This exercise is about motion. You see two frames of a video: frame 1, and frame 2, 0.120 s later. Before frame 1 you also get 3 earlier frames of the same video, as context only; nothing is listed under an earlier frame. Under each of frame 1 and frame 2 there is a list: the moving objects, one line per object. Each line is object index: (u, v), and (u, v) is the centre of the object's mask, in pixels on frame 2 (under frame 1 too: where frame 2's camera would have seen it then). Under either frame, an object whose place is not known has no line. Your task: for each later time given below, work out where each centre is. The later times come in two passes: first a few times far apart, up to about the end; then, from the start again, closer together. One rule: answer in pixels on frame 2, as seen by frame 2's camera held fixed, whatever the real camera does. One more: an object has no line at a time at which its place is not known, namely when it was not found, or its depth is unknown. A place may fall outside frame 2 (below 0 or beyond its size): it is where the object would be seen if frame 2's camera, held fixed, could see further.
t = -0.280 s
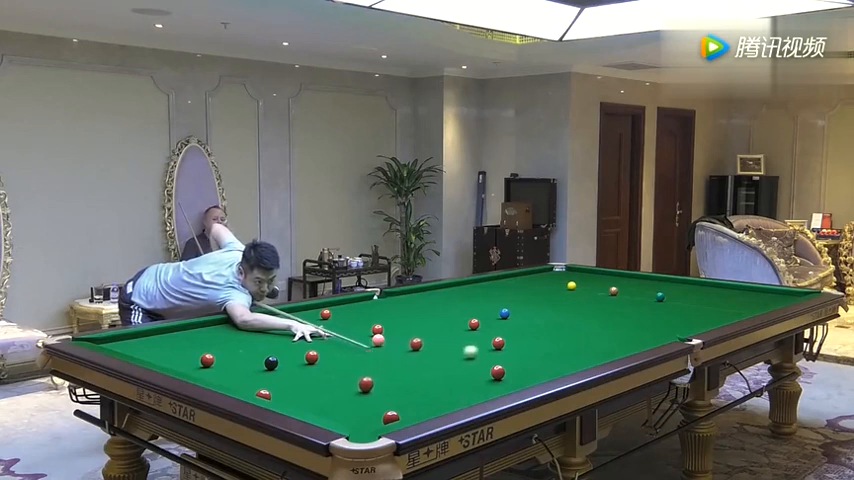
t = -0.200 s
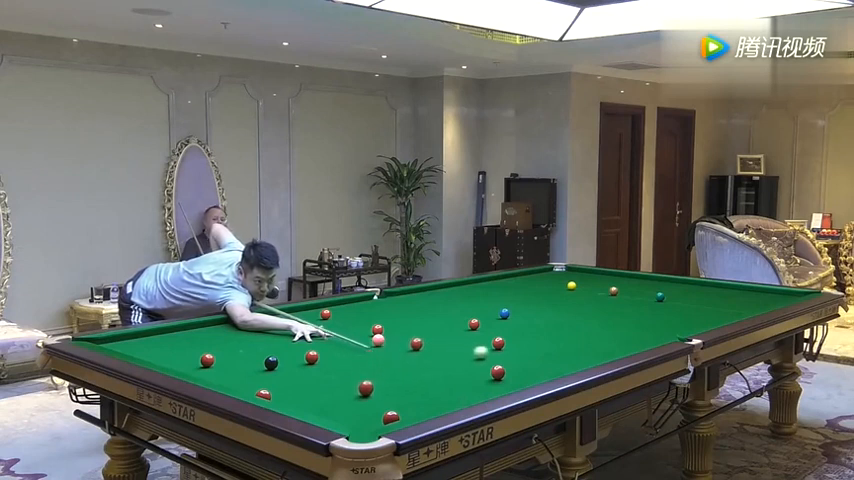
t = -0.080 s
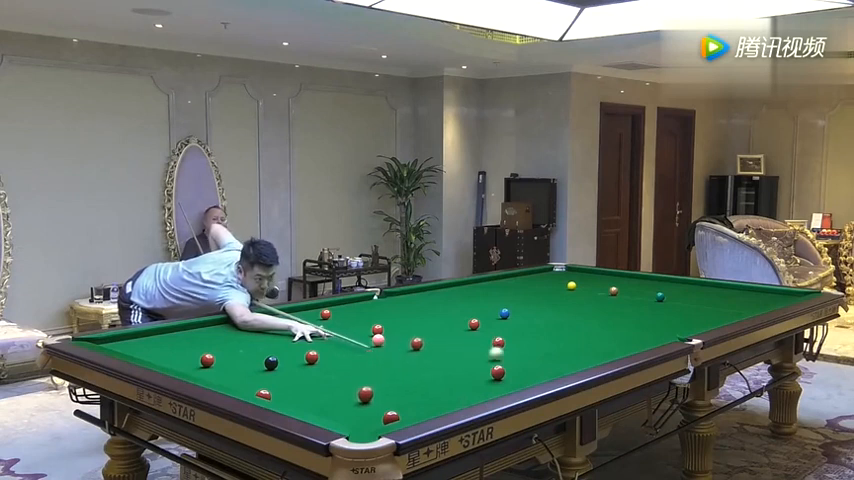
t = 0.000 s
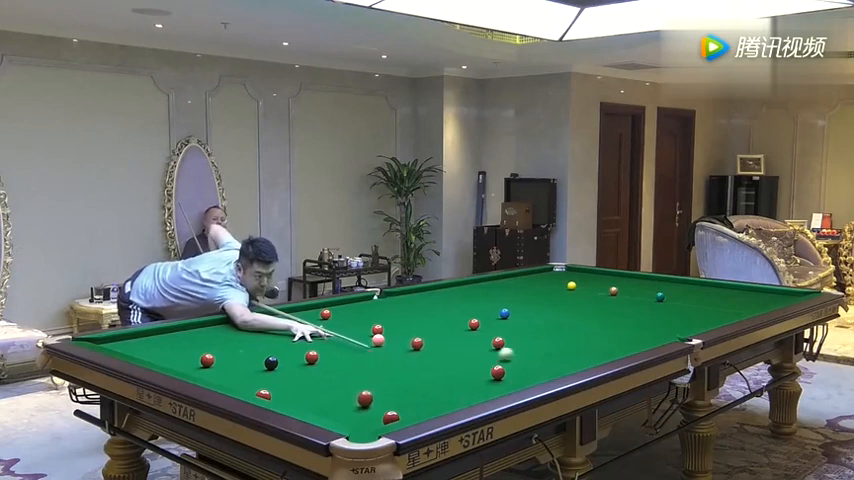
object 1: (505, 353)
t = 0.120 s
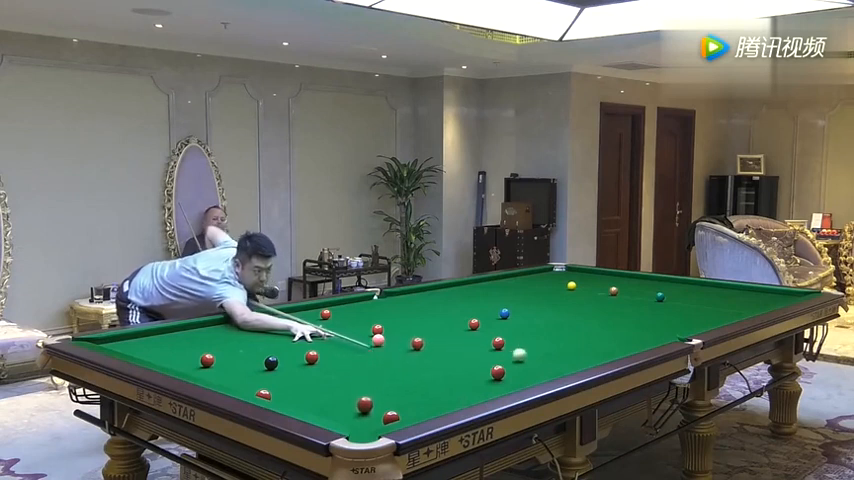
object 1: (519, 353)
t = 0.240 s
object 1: (533, 355)
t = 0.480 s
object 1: (562, 357)
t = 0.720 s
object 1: (590, 357)
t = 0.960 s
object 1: (586, 354)
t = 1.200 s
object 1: (582, 351)
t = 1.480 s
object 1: (577, 347)
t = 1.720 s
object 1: (573, 343)
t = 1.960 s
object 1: (569, 341)
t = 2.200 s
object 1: (566, 338)
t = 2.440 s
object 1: (564, 336)
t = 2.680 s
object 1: (562, 335)
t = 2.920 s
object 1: (560, 333)
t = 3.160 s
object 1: (558, 332)
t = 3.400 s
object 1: (557, 330)
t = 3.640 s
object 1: (556, 330)
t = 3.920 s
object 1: (554, 329)
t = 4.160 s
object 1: (554, 328)
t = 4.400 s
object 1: (553, 328)
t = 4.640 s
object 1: (553, 328)
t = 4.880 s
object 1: (553, 328)
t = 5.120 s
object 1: (553, 328)
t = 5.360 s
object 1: (553, 328)
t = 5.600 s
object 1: (553, 328)
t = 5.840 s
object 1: (553, 328)
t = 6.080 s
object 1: (553, 328)
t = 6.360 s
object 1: (553, 328)
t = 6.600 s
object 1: (553, 328)
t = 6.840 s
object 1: (553, 328)
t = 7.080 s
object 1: (553, 328)
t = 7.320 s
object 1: (553, 328)
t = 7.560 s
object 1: (553, 328)
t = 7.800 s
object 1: (553, 328)
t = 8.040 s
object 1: (553, 328)
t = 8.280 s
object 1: (553, 328)
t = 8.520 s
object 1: (553, 328)
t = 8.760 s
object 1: (553, 328)
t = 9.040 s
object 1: (553, 328)
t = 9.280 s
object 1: (553, 328)
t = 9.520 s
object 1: (553, 328)
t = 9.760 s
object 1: (553, 328)
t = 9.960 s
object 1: (553, 328)
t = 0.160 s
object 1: (524, 354)
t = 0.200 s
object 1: (529, 354)
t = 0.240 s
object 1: (533, 355)
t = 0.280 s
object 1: (538, 355)
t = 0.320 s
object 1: (543, 355)
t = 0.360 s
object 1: (548, 356)
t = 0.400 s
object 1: (553, 356)
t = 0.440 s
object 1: (557, 357)
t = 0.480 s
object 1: (562, 357)
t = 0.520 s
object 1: (567, 357)
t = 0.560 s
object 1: (571, 357)
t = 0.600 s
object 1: (576, 357)
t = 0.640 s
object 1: (581, 357)
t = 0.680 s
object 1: (585, 357)
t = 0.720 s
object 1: (590, 357)
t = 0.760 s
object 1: (591, 357)
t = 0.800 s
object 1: (590, 356)
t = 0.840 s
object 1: (589, 356)
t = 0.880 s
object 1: (588, 355)
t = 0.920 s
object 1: (587, 354)
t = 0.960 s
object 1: (586, 354)
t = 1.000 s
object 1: (585, 354)
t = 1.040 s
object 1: (584, 353)
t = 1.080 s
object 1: (584, 353)
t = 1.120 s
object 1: (583, 352)
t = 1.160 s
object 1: (582, 351)
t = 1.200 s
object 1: (582, 351)
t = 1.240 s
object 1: (581, 350)
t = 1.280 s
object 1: (580, 349)
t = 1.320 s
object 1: (580, 349)
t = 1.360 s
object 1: (579, 348)
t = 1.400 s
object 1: (578, 348)
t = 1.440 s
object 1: (577, 347)
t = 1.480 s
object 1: (577, 347)
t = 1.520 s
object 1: (576, 346)
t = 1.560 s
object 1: (575, 346)
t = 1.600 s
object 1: (575, 345)
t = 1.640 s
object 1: (574, 345)
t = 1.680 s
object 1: (573, 344)
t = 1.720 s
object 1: (573, 343)
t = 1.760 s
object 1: (572, 343)
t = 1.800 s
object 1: (572, 343)
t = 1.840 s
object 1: (571, 342)
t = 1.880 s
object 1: (570, 341)
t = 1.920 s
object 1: (570, 341)
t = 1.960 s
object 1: (569, 341)
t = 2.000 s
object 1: (569, 340)
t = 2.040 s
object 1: (568, 340)
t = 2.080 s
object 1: (568, 339)
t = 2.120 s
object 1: (567, 339)
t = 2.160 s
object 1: (567, 339)
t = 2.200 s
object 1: (566, 338)
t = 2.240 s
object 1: (566, 338)
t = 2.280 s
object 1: (566, 338)
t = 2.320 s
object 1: (565, 337)
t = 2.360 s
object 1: (565, 337)
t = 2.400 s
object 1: (564, 337)
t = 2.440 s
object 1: (564, 336)
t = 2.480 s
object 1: (563, 336)
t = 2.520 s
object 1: (563, 336)
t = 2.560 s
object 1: (563, 335)
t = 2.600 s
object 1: (562, 335)
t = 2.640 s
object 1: (562, 335)
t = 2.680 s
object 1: (562, 335)
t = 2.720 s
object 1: (561, 334)
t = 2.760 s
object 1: (561, 334)
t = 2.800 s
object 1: (560, 334)
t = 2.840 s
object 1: (560, 334)
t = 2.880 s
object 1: (560, 333)
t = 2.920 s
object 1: (560, 333)
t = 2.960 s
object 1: (559, 333)
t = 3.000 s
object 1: (559, 333)
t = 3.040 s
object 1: (559, 332)
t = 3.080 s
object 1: (558, 332)
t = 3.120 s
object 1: (558, 332)
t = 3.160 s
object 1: (558, 332)
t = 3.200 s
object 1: (557, 331)
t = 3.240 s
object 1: (557, 331)
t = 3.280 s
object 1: (557, 331)
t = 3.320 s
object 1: (557, 331)
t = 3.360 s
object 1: (557, 331)
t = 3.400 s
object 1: (557, 330)
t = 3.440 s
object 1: (556, 330)
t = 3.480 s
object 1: (556, 330)
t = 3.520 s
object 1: (556, 330)
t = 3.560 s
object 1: (556, 330)
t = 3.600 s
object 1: (556, 330)
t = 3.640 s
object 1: (556, 330)
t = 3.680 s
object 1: (556, 330)
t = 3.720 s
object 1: (555, 329)
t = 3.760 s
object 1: (555, 329)
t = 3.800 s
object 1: (555, 329)
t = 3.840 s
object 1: (555, 329)
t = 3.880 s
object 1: (555, 329)
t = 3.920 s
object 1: (554, 329)
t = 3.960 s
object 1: (554, 329)
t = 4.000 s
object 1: (554, 329)
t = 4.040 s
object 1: (554, 329)
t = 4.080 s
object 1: (554, 329)
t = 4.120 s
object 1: (554, 328)
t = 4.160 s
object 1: (554, 328)
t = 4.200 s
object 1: (554, 328)
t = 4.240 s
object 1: (554, 328)
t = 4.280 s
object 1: (553, 328)
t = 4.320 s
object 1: (553, 328)
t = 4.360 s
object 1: (553, 328)
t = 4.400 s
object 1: (553, 328)
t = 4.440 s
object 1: (553, 328)
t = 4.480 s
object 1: (553, 328)
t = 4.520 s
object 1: (553, 328)
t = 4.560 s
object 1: (553, 328)
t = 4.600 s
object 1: (553, 328)
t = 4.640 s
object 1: (553, 328)
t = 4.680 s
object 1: (553, 328)
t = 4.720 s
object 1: (553, 328)
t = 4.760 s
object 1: (553, 328)
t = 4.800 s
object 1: (553, 328)
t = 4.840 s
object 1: (553, 328)
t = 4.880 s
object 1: (553, 328)
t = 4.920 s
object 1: (553, 328)
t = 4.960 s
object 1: (553, 328)
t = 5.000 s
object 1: (553, 328)
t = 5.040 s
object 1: (553, 328)
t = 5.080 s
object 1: (553, 328)
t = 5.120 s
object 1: (553, 328)
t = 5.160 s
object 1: (553, 328)
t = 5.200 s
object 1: (553, 328)
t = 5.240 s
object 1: (553, 328)
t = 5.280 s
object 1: (553, 328)
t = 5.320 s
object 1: (553, 328)
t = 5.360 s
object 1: (553, 328)
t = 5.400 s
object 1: (553, 328)
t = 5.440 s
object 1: (553, 328)
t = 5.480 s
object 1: (553, 328)
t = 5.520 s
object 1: (553, 328)
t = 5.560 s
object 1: (553, 328)
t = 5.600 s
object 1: (553, 328)
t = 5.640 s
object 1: (553, 328)
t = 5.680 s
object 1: (553, 328)
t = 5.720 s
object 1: (553, 328)
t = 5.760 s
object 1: (553, 328)
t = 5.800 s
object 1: (553, 328)
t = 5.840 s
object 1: (553, 328)
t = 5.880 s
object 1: (553, 328)
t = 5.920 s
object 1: (553, 328)
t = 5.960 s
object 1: (553, 328)
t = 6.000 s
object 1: (553, 328)
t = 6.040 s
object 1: (553, 328)
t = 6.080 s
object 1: (553, 328)
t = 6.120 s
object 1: (553, 328)
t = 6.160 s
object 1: (553, 328)
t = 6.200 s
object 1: (553, 328)
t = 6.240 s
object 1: (553, 328)
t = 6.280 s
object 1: (553, 328)
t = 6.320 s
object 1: (553, 328)
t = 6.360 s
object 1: (553, 328)
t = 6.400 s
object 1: (553, 328)
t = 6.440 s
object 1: (553, 328)
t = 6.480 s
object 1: (553, 328)
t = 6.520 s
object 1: (553, 328)
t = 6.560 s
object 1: (553, 328)
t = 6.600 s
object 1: (553, 328)
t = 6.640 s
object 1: (553, 328)
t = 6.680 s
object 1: (553, 328)
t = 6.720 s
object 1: (553, 328)
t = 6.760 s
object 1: (553, 328)
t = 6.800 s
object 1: (553, 328)
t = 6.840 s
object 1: (553, 328)
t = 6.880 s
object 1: (553, 328)
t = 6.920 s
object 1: (553, 328)
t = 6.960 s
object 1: (553, 328)
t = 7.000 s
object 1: (553, 328)
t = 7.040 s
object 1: (553, 328)
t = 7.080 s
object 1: (553, 328)
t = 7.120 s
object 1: (553, 328)
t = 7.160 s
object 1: (553, 328)
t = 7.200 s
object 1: (553, 328)
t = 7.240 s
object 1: (553, 328)
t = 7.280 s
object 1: (553, 328)
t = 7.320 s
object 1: (553, 328)
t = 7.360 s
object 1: (553, 328)
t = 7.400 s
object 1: (553, 328)
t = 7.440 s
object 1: (553, 328)
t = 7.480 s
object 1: (553, 328)
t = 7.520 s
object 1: (553, 328)
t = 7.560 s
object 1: (553, 328)
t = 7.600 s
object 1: (553, 328)
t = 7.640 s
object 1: (553, 328)
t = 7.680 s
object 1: (553, 328)
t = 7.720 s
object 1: (553, 328)
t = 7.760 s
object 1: (553, 328)
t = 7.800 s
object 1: (553, 328)
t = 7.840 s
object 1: (553, 328)
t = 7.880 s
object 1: (553, 328)
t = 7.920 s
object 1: (553, 328)
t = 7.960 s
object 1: (553, 328)
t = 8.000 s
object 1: (553, 328)
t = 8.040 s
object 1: (553, 328)
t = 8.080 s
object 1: (553, 328)
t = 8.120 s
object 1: (553, 328)
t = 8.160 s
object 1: (553, 328)
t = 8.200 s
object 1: (553, 328)
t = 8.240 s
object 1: (553, 328)
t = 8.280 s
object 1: (553, 328)
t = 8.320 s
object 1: (553, 328)
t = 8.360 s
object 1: (553, 328)
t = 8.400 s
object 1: (553, 328)
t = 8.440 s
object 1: (553, 328)
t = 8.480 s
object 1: (553, 328)
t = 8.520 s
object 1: (553, 328)
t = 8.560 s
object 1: (553, 328)
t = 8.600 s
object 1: (553, 328)
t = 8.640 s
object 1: (553, 328)
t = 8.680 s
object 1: (553, 328)
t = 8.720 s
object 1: (553, 328)
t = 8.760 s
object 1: (553, 328)
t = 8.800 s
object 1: (553, 328)
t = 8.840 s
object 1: (553, 328)
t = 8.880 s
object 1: (553, 328)
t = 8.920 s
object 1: (553, 328)
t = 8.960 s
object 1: (553, 328)
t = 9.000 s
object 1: (553, 328)
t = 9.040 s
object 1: (553, 328)
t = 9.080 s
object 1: (553, 328)
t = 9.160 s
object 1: (553, 328)
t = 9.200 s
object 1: (553, 328)
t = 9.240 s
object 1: (553, 328)
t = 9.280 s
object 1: (553, 328)
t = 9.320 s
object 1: (553, 328)
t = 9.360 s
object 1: (553, 328)
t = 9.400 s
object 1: (553, 328)
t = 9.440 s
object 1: (553, 328)
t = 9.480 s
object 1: (553, 328)
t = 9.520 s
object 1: (553, 328)
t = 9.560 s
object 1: (552, 328)
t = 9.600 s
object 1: (553, 328)
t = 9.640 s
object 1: (553, 328)
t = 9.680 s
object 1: (553, 328)
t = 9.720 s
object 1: (553, 328)
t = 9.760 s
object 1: (553, 328)
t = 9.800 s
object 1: (553, 328)
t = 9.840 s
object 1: (553, 328)
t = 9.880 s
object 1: (553, 328)
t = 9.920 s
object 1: (553, 328)
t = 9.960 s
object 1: (553, 328)
